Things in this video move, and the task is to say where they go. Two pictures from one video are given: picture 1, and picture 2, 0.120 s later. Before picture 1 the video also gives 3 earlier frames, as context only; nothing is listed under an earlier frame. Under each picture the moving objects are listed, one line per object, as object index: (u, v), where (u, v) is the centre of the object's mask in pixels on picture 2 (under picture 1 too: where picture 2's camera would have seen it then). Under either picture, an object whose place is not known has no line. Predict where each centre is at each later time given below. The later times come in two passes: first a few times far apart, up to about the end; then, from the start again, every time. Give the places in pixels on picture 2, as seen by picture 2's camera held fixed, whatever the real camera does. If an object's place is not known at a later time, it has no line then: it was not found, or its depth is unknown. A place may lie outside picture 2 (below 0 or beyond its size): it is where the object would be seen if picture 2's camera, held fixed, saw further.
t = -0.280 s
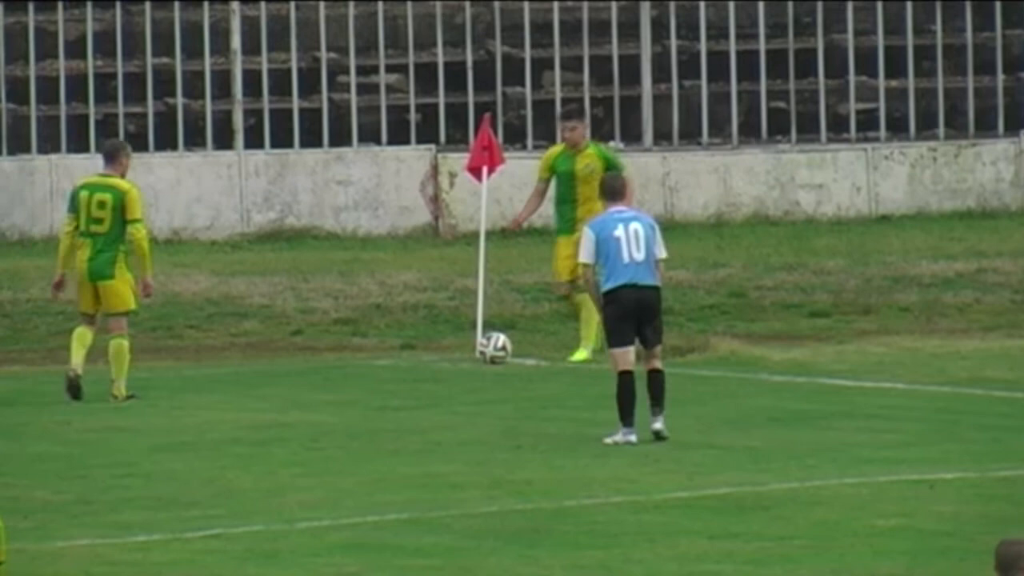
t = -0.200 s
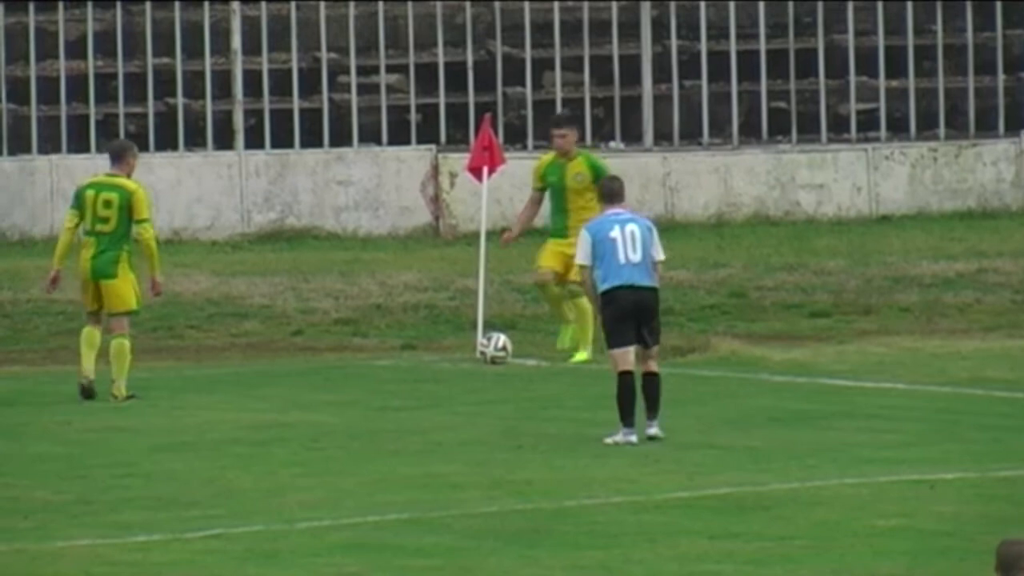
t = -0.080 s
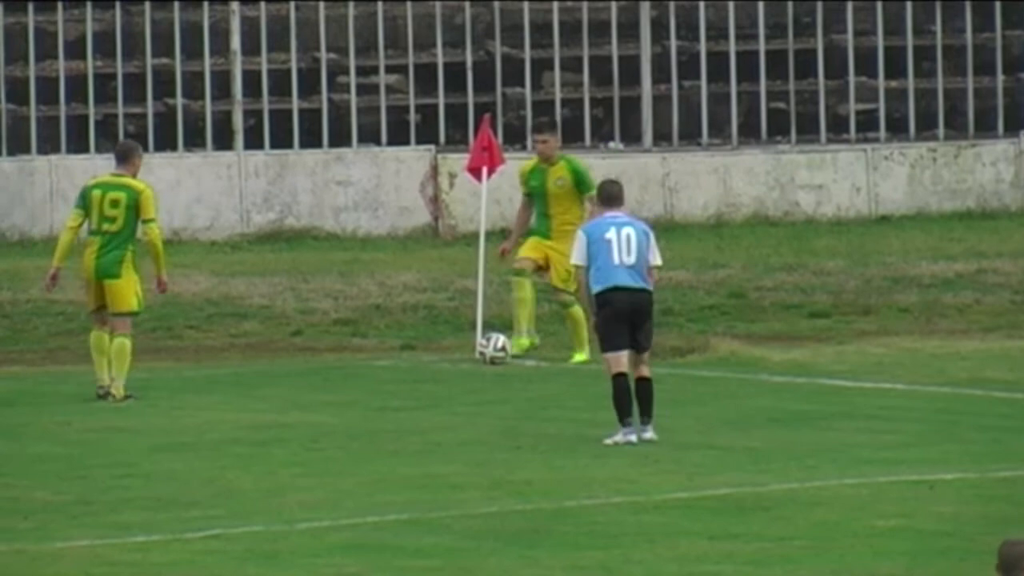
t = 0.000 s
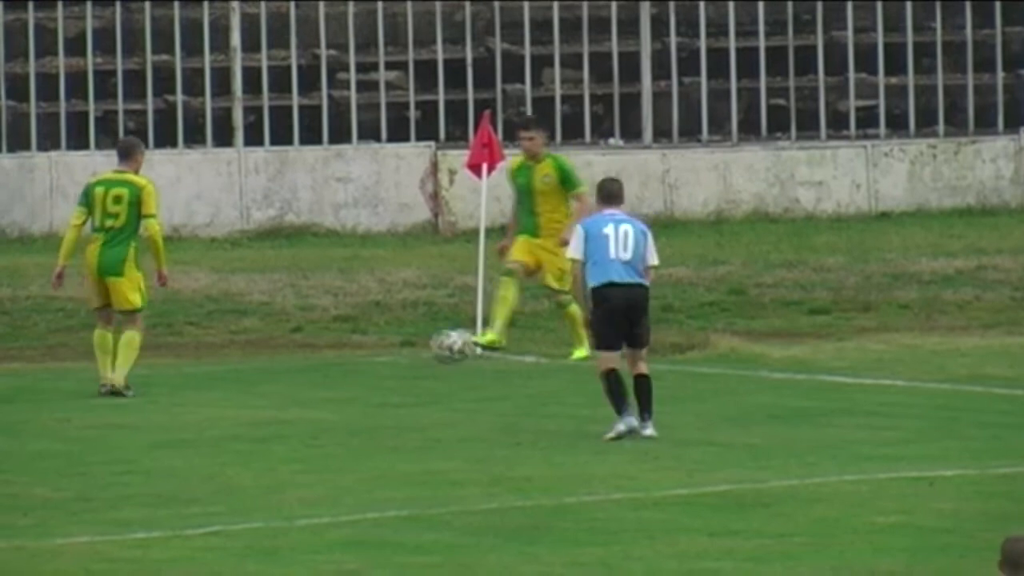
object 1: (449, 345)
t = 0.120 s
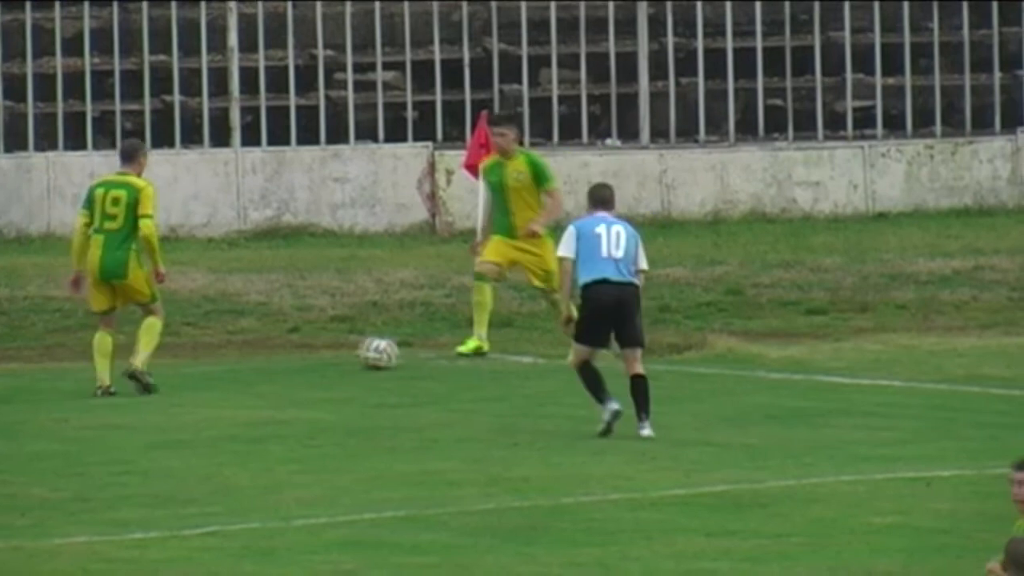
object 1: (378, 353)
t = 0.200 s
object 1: (337, 354)
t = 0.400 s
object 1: (245, 366)
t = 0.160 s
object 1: (358, 353)
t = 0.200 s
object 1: (337, 354)
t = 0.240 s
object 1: (315, 359)
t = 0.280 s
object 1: (298, 360)
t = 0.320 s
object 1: (279, 360)
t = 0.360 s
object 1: (262, 363)
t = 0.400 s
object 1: (245, 366)
